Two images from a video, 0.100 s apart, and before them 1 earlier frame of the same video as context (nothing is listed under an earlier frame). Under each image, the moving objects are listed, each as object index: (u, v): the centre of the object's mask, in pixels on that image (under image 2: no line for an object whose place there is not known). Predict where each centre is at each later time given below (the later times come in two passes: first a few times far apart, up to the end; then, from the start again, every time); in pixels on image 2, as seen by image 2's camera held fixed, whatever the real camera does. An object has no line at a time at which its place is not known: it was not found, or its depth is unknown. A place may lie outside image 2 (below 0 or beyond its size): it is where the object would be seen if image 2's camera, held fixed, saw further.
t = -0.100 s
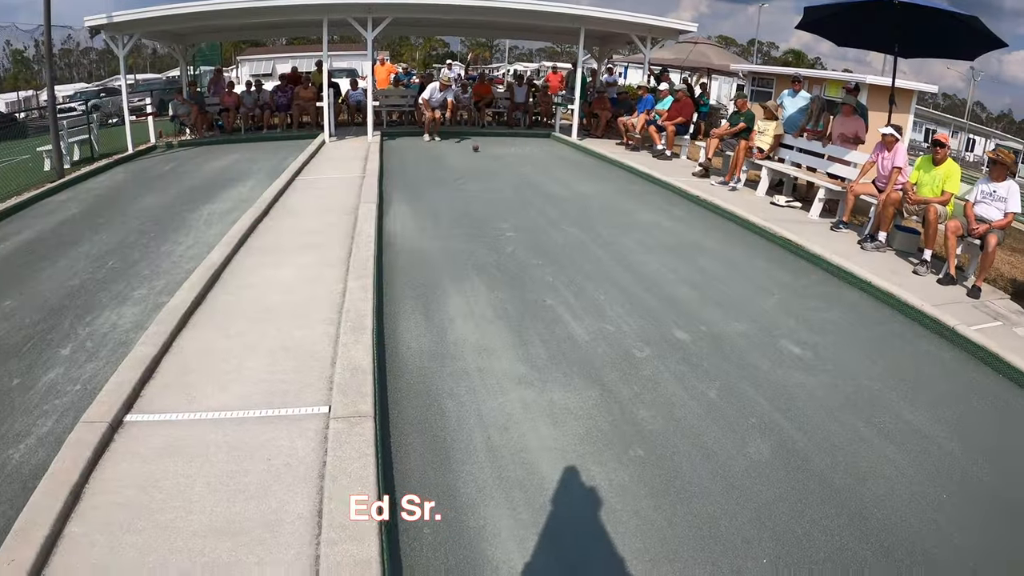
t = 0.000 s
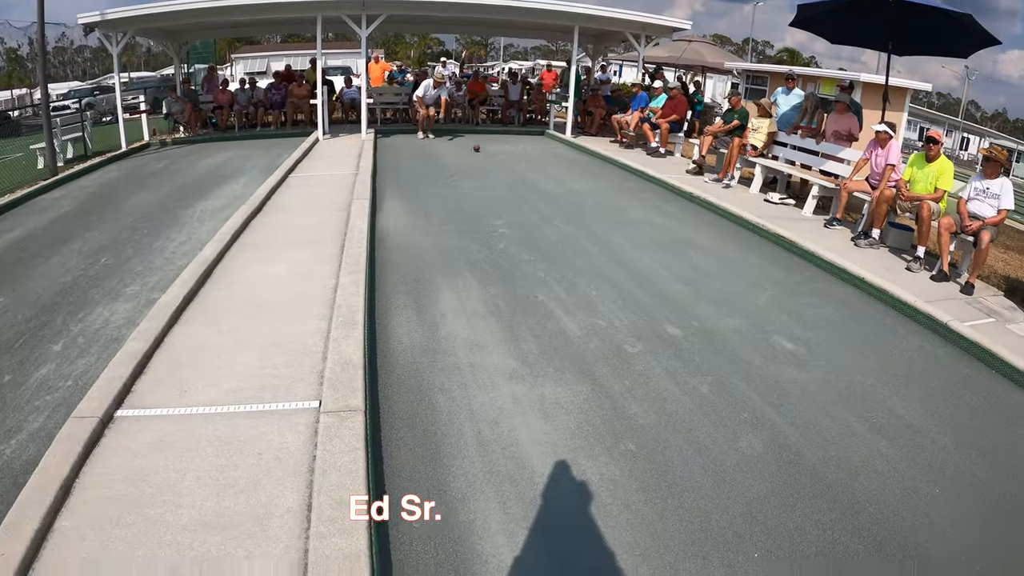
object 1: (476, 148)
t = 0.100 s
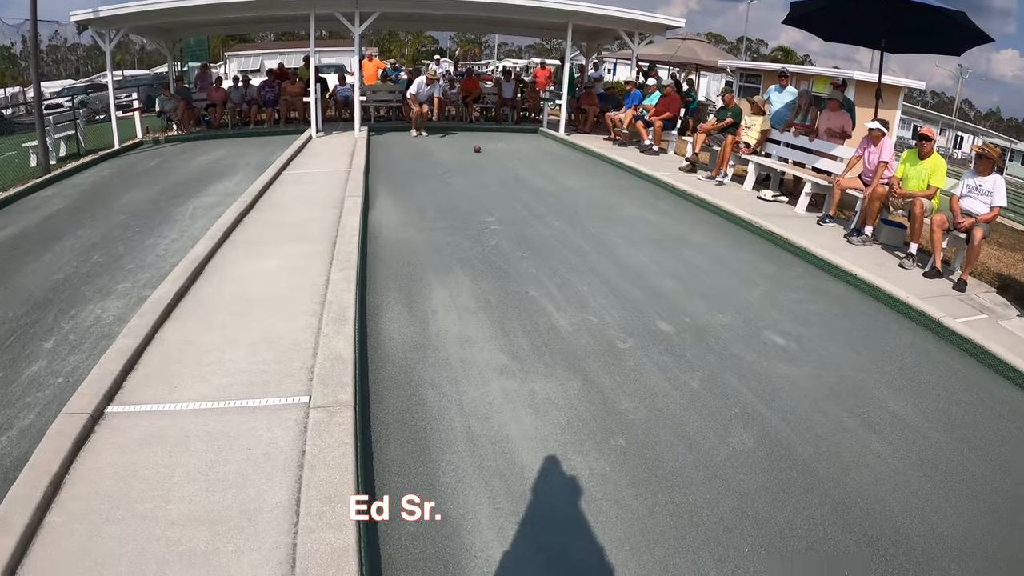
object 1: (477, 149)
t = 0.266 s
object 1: (487, 151)
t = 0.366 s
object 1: (493, 154)
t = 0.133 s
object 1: (479, 149)
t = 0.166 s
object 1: (481, 150)
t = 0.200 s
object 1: (483, 150)
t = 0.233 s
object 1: (485, 151)
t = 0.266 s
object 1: (487, 151)
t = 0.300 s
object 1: (489, 152)
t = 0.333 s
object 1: (490, 153)
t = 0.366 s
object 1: (493, 154)
